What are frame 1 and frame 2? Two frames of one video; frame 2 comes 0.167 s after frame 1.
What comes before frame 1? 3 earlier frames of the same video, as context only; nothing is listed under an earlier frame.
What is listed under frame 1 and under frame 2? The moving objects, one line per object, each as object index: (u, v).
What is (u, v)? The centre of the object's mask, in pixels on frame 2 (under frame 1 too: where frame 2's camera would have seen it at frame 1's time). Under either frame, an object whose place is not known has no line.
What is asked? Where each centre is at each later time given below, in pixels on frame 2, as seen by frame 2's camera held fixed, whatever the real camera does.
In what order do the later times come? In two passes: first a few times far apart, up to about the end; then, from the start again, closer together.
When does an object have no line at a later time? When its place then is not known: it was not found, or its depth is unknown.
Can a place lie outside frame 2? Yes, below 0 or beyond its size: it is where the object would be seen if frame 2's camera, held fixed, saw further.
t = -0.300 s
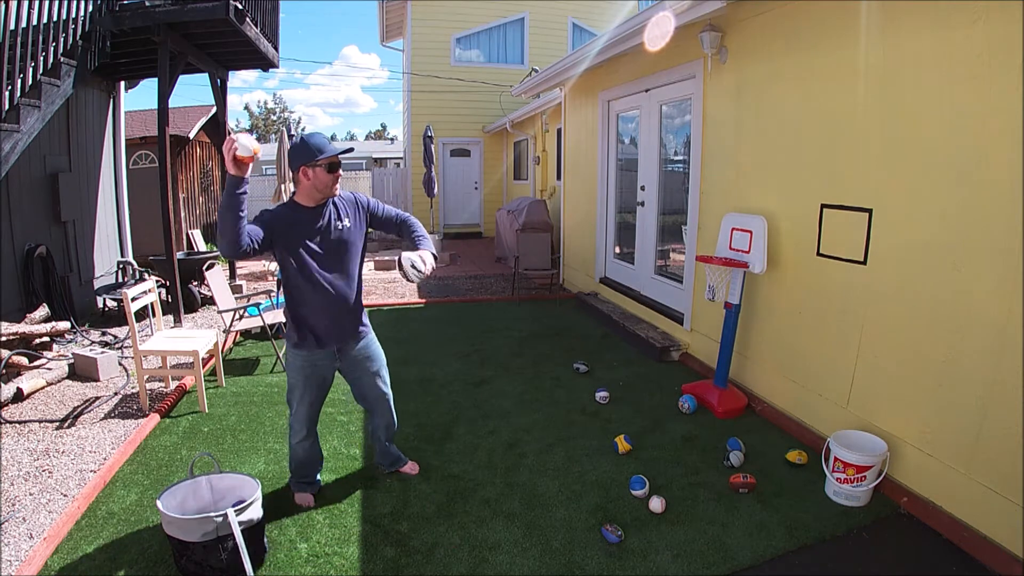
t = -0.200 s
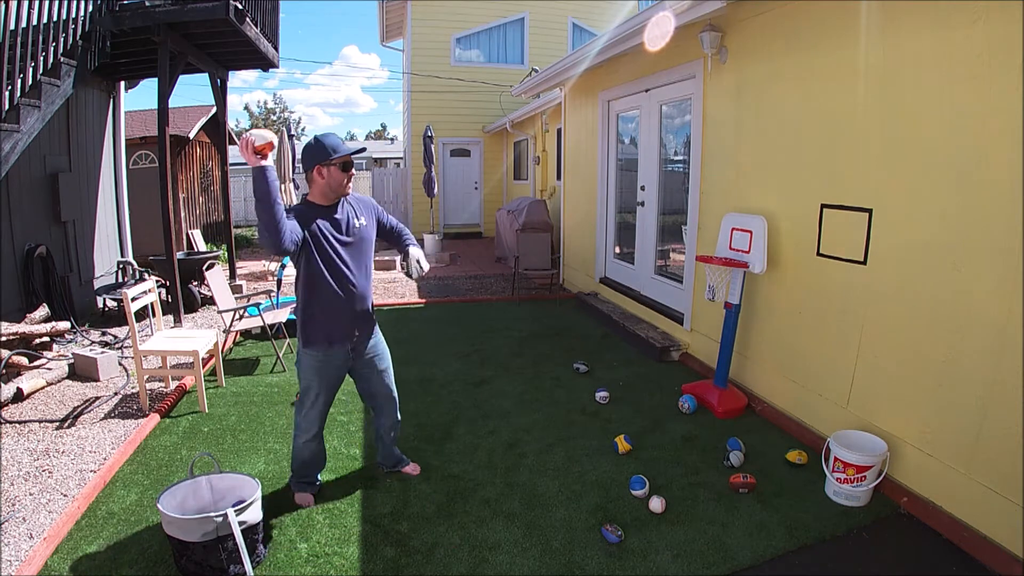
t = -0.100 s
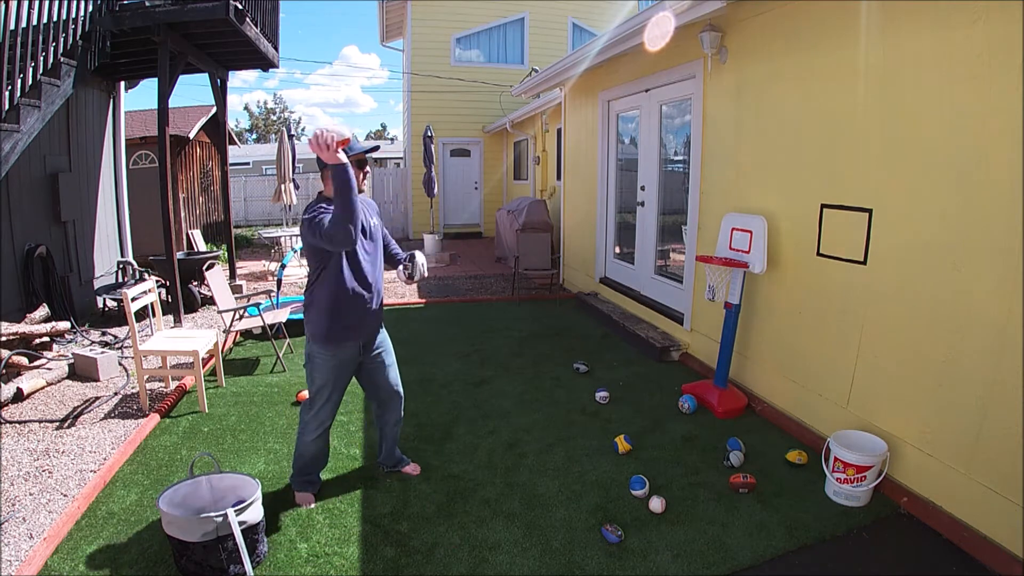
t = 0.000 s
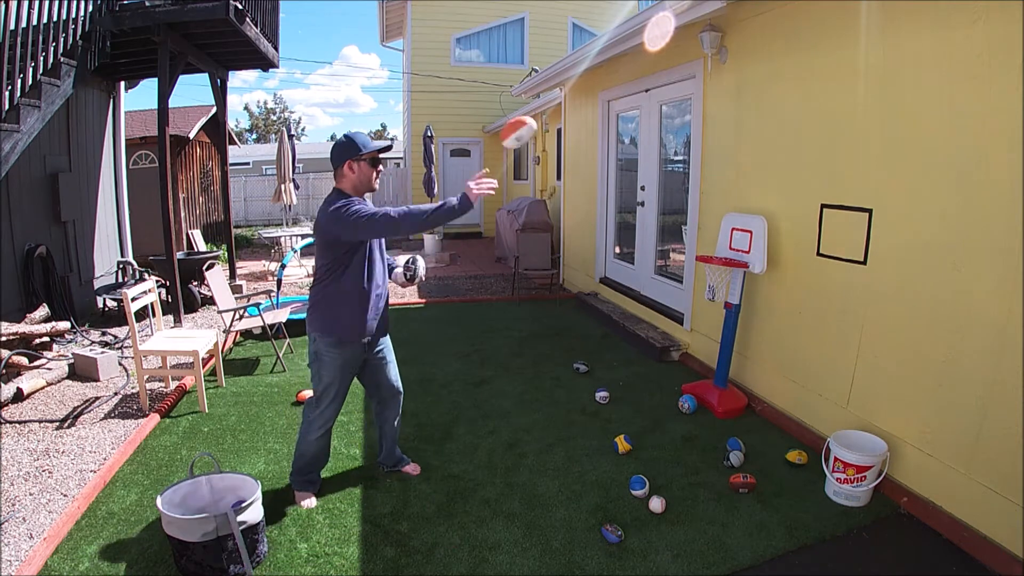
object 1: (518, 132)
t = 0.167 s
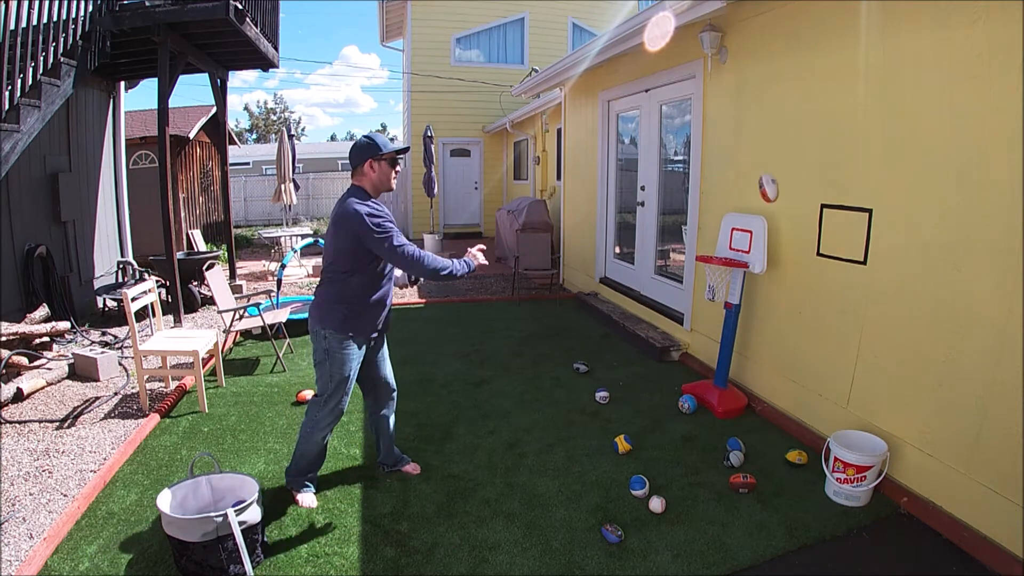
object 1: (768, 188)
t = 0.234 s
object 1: (830, 219)
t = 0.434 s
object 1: (774, 298)
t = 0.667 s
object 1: (642, 446)
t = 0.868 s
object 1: (623, 431)
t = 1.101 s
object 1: (589, 498)
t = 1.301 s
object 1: (545, 506)
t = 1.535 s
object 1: (504, 515)
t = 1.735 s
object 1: (486, 522)
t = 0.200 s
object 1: (802, 203)
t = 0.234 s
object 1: (830, 219)
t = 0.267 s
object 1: (855, 236)
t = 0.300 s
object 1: (844, 245)
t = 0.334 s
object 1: (827, 255)
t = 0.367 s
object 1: (810, 267)
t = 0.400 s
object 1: (792, 282)
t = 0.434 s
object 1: (774, 298)
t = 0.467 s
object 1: (755, 316)
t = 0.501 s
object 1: (735, 337)
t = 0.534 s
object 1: (716, 359)
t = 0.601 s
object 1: (676, 407)
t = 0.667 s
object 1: (642, 446)
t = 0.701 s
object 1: (638, 440)
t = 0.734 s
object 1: (636, 434)
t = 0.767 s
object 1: (633, 431)
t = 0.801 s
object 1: (630, 429)
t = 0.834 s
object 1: (626, 429)
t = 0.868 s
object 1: (623, 431)
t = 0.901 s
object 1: (619, 436)
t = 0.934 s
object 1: (615, 441)
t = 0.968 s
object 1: (610, 449)
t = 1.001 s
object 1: (605, 459)
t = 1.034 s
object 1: (600, 472)
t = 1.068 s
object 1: (595, 486)
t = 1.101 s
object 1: (589, 498)
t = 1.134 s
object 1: (582, 497)
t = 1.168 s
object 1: (575, 497)
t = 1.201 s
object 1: (567, 498)
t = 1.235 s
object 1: (560, 502)
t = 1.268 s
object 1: (552, 506)
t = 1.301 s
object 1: (545, 506)
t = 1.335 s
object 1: (539, 506)
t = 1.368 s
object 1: (532, 507)
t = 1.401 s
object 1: (525, 510)
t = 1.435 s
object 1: (518, 515)
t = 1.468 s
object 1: (513, 515)
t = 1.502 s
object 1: (509, 515)
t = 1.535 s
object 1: (504, 515)
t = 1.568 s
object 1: (500, 517)
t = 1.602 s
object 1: (497, 519)
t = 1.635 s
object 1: (493, 522)
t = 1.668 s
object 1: (490, 523)
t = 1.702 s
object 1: (488, 522)
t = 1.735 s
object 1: (486, 522)
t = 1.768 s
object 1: (485, 522)
